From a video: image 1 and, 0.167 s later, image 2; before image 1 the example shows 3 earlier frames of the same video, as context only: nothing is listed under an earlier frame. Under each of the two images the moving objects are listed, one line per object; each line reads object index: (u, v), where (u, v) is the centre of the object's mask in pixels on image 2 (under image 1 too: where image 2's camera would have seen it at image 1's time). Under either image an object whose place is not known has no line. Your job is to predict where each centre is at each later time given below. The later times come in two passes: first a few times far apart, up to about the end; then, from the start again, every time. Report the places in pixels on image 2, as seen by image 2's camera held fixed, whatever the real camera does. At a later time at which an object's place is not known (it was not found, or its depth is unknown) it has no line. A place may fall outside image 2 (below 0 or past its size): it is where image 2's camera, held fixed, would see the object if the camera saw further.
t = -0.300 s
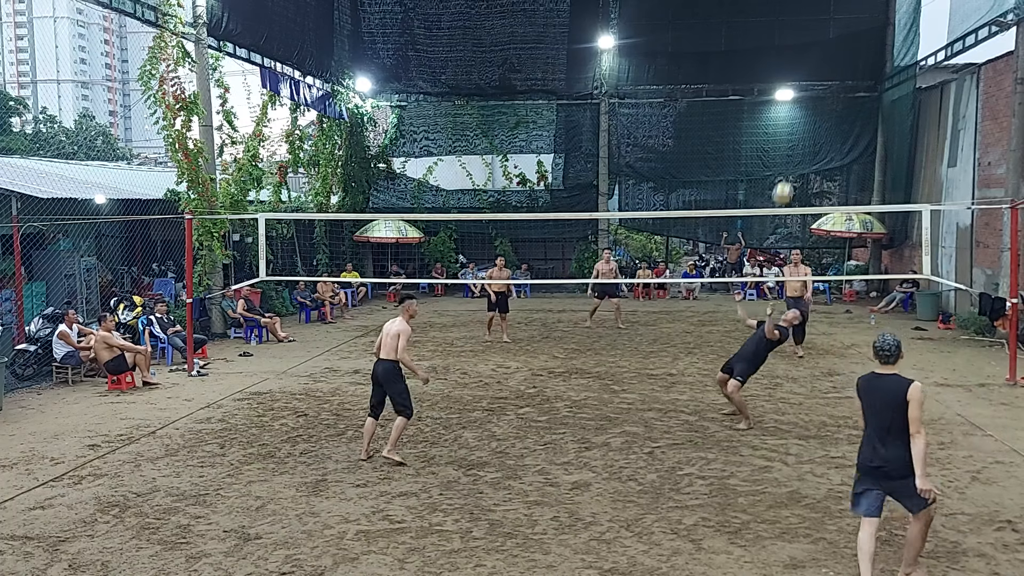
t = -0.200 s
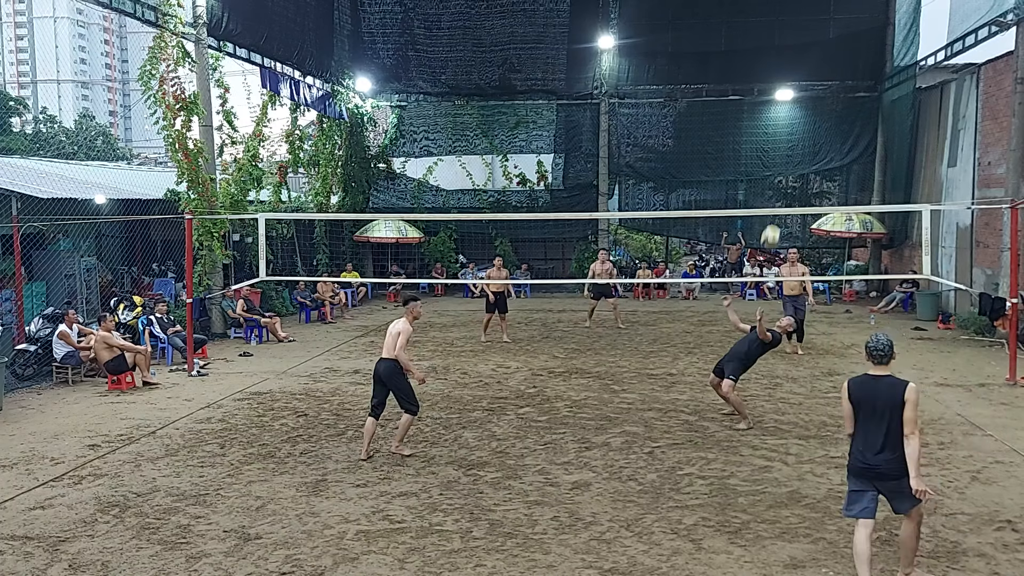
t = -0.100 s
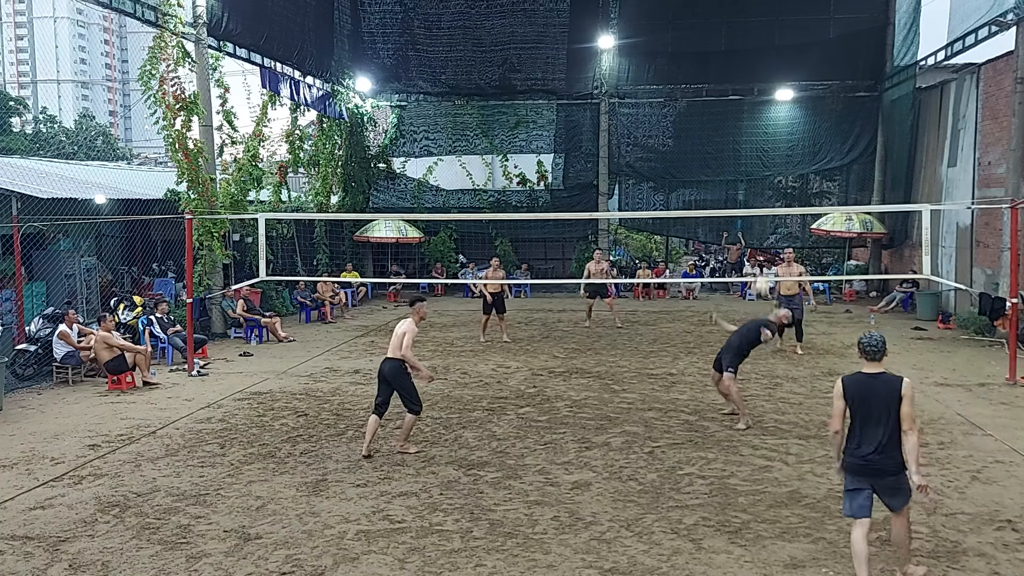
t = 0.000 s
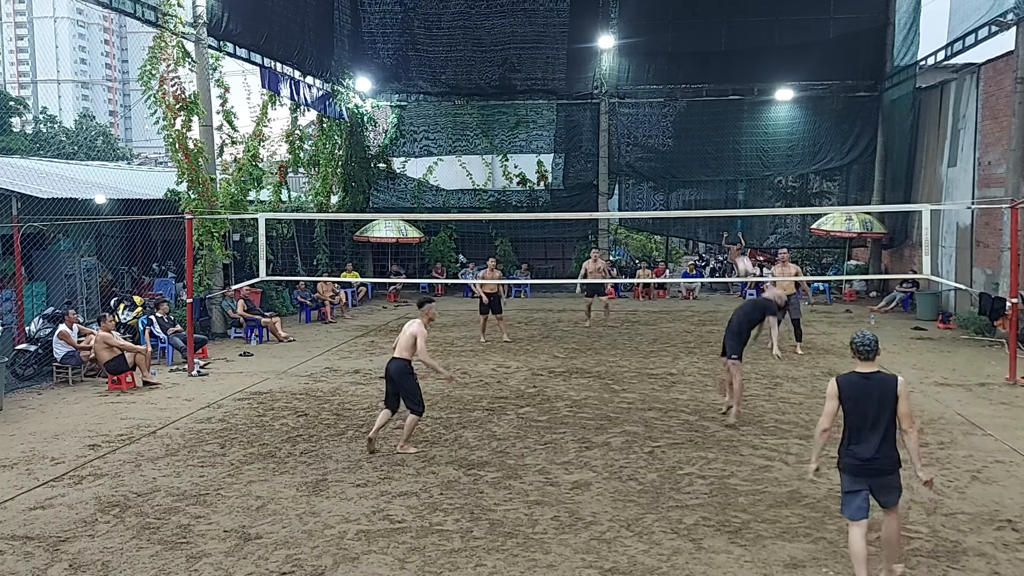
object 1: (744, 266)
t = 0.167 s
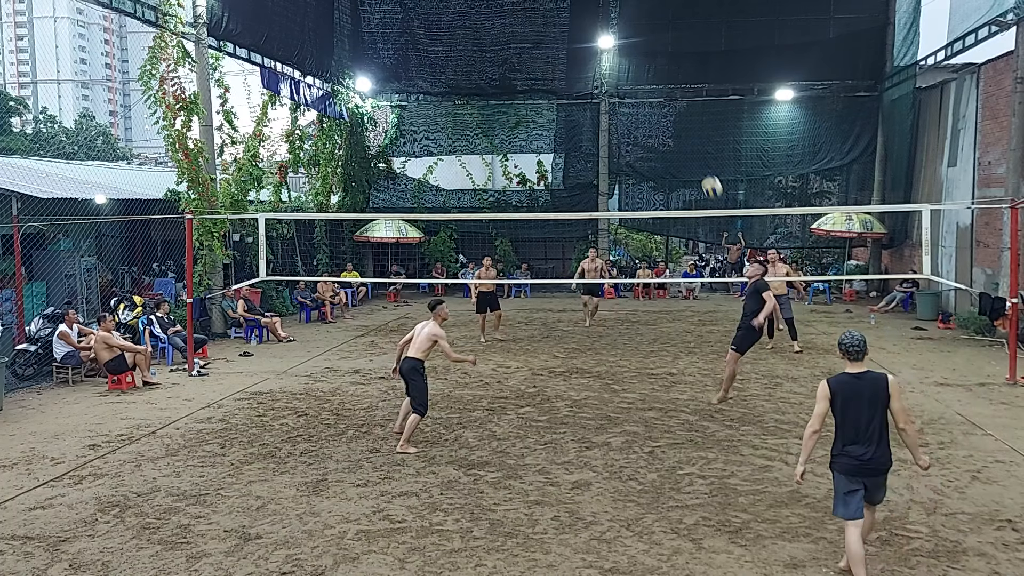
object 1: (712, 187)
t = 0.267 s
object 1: (693, 150)
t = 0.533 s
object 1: (645, 94)
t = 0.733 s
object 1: (610, 92)
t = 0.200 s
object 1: (706, 173)
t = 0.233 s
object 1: (699, 161)
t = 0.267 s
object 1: (693, 150)
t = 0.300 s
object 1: (687, 139)
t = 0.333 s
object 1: (681, 130)
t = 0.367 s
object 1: (675, 121)
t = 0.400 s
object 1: (669, 114)
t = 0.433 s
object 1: (663, 107)
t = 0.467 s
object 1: (658, 102)
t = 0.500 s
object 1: (651, 97)
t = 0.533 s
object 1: (645, 94)
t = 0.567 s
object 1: (639, 91)
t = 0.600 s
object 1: (633, 90)
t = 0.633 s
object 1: (627, 90)
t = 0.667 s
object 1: (622, 90)
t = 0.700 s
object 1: (617, 91)
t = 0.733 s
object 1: (610, 92)
